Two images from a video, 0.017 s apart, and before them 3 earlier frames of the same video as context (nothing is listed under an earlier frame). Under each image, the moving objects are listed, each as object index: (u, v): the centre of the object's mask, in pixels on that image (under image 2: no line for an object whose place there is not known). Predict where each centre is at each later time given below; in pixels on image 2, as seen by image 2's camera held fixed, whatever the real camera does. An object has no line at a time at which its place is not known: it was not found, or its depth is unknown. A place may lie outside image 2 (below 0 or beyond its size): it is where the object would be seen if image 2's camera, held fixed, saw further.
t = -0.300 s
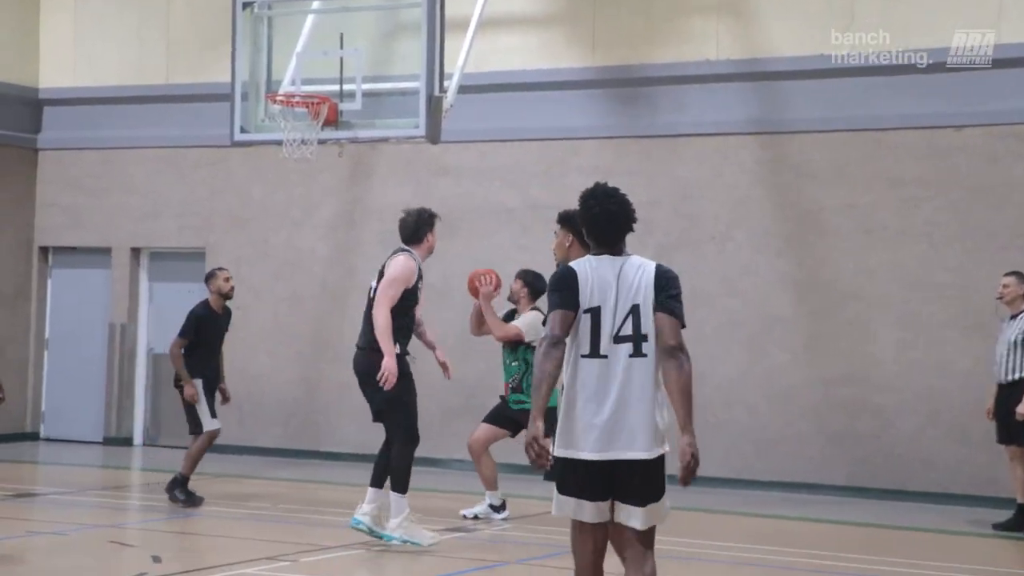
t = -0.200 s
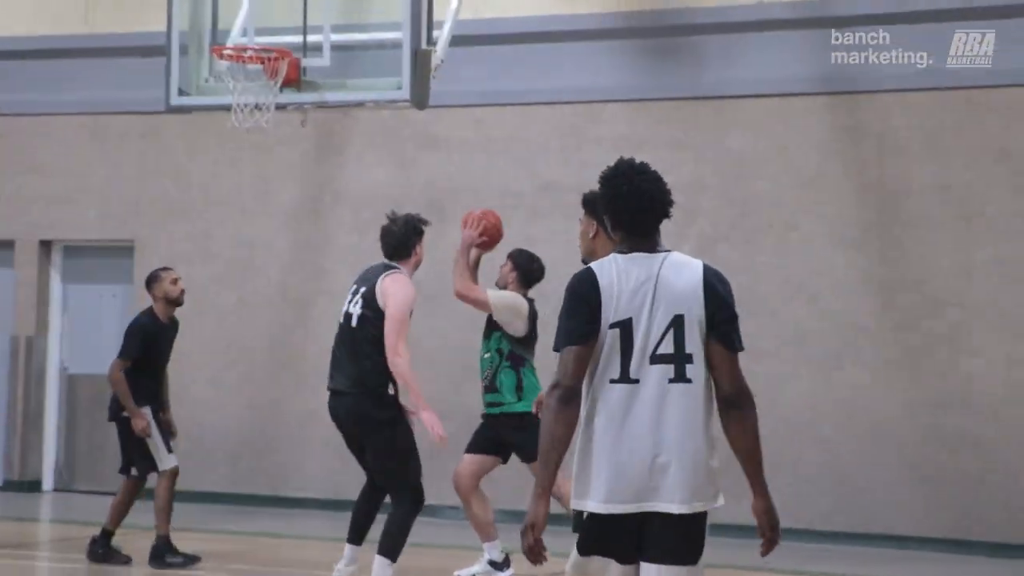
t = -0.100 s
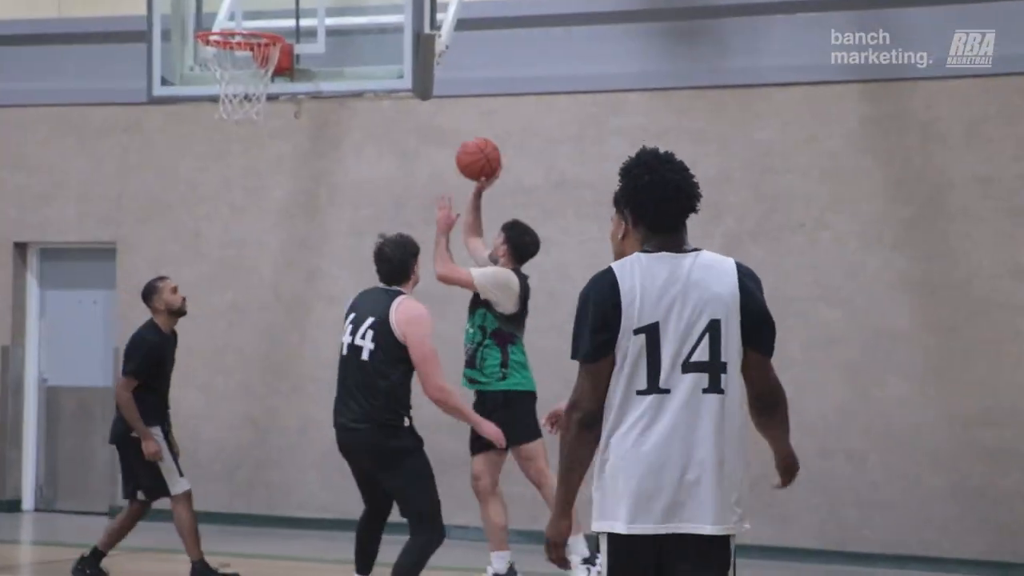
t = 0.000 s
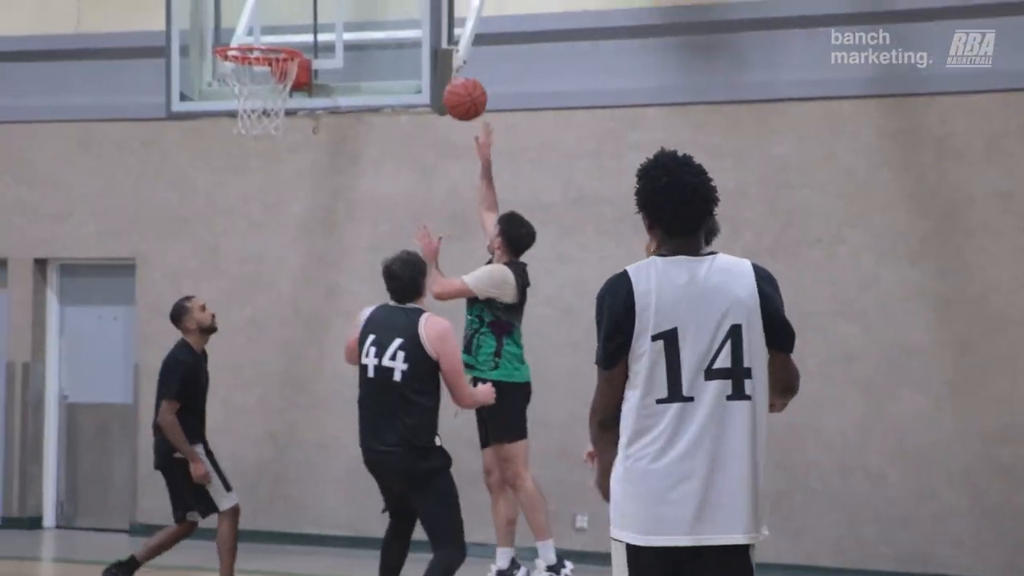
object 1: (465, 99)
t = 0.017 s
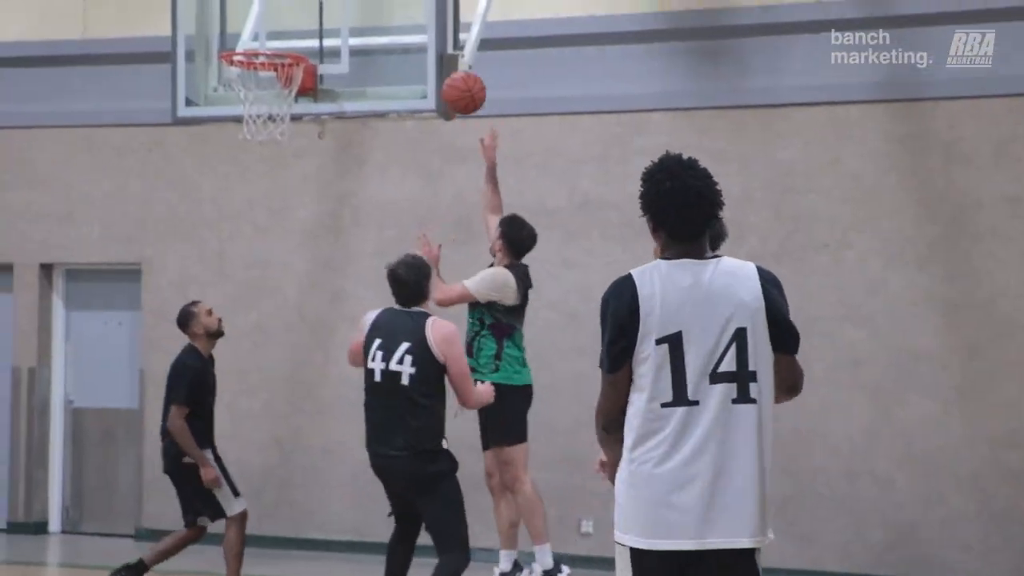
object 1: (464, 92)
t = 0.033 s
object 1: (458, 82)
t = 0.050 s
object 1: (451, 71)
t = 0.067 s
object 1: (444, 61)
